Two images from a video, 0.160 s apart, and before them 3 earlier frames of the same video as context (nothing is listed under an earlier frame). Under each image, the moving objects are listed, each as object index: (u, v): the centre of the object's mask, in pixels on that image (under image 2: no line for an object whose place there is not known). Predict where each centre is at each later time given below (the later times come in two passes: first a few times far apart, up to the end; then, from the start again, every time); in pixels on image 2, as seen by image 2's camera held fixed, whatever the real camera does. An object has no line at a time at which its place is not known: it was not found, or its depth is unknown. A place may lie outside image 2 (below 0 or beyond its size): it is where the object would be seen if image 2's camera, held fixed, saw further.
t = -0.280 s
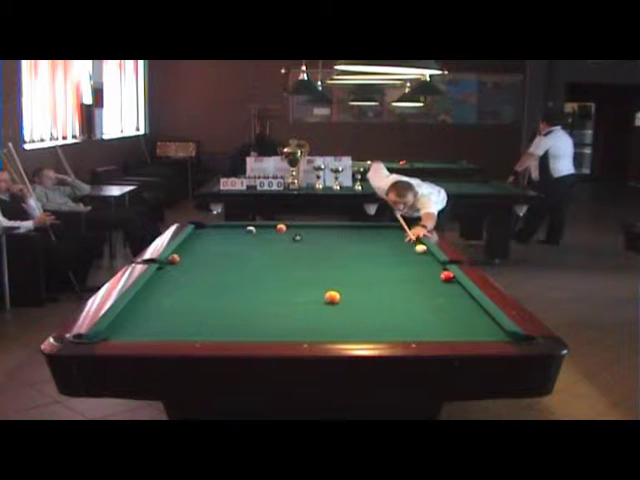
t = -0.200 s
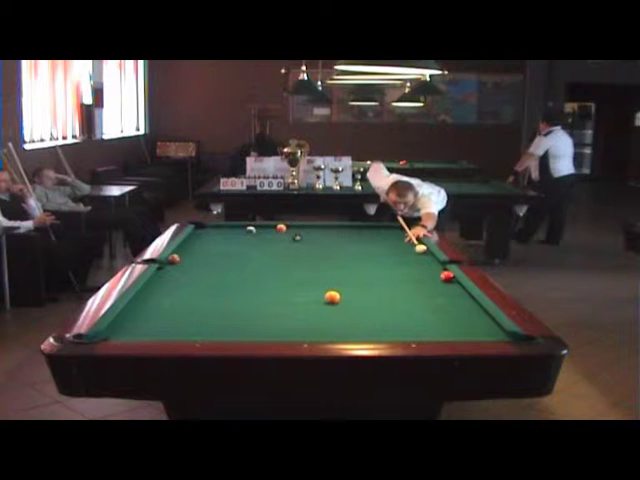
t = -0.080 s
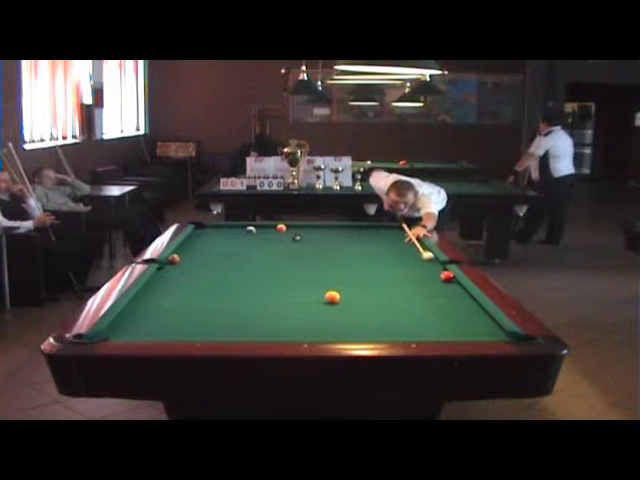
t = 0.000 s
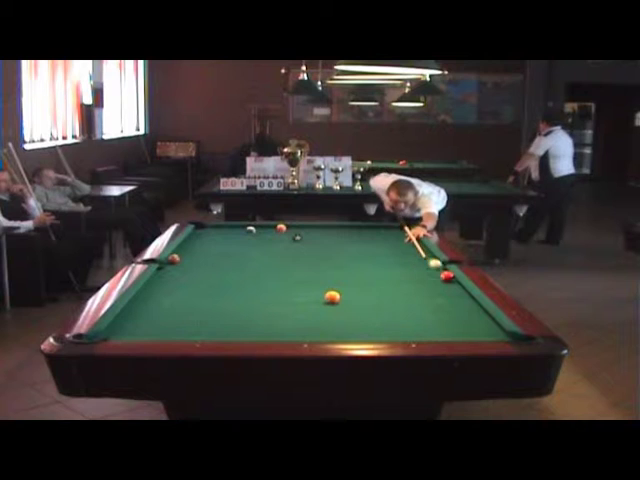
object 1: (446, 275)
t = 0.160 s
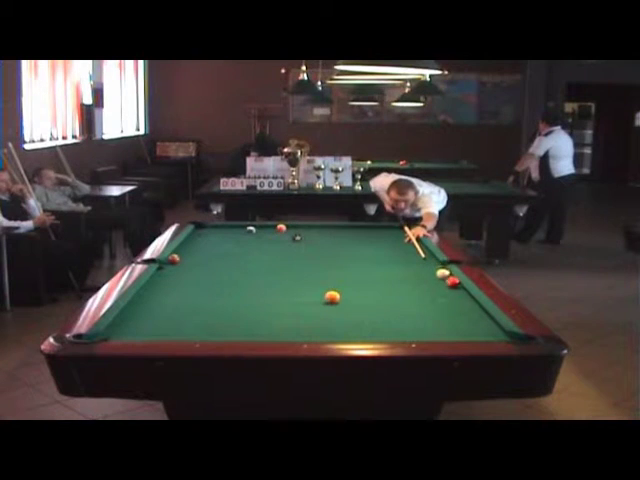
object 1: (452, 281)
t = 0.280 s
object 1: (458, 291)
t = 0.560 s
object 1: (473, 313)
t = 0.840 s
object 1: (494, 334)
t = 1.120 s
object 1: (489, 334)
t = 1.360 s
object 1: (482, 332)
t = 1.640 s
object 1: (477, 330)
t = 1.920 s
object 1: (472, 328)
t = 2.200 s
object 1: (467, 326)
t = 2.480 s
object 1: (463, 324)
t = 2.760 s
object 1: (460, 323)
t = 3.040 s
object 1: (459, 322)
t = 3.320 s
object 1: (459, 322)
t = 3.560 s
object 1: (458, 323)
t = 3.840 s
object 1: (458, 323)
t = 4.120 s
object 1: (459, 323)
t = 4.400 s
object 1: (459, 323)
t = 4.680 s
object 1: (459, 323)
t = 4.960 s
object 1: (459, 323)
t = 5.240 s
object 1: (459, 322)
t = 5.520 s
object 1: (459, 322)
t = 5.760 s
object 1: (459, 322)
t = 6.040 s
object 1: (459, 322)
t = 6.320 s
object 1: (459, 322)
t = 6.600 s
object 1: (459, 322)
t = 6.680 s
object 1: (459, 322)
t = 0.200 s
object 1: (455, 284)
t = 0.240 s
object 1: (457, 287)
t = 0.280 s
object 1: (458, 291)
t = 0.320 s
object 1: (460, 294)
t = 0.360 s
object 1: (463, 297)
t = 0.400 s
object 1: (464, 300)
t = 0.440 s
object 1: (466, 303)
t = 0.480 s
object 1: (469, 307)
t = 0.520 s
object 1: (471, 309)
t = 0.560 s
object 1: (473, 313)
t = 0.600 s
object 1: (475, 317)
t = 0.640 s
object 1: (478, 321)
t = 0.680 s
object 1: (480, 324)
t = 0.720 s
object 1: (483, 328)
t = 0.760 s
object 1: (485, 330)
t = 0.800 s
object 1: (488, 334)
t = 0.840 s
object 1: (494, 334)
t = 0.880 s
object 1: (502, 333)
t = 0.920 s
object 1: (504, 333)
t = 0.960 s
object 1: (501, 333)
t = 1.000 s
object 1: (498, 333)
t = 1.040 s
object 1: (495, 334)
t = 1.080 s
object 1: (492, 334)
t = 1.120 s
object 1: (489, 334)
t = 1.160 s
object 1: (487, 334)
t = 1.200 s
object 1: (487, 334)
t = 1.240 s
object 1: (485, 333)
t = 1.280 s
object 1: (484, 333)
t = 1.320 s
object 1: (483, 333)
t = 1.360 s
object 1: (482, 332)
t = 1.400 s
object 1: (481, 332)
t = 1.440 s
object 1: (480, 331)
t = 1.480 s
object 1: (480, 331)
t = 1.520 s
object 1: (479, 331)
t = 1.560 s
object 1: (478, 330)
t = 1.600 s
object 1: (478, 330)
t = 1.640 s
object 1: (477, 330)
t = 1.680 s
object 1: (476, 330)
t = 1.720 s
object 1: (475, 329)
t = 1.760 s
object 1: (475, 329)
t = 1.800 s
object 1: (474, 329)
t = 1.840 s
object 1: (473, 329)
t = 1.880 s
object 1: (472, 328)
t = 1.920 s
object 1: (472, 328)
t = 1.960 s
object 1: (471, 328)
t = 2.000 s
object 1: (470, 327)
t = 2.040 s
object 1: (469, 327)
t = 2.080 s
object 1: (468, 327)
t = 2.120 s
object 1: (468, 327)
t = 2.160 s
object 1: (467, 326)
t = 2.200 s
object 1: (467, 326)
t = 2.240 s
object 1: (466, 326)
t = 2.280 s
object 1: (465, 326)
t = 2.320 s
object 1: (465, 325)
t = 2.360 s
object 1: (464, 325)
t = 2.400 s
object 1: (464, 325)
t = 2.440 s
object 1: (463, 324)
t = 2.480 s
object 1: (463, 324)
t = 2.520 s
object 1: (462, 324)
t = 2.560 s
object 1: (462, 324)
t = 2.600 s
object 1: (462, 324)
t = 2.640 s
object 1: (461, 324)
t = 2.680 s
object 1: (461, 323)
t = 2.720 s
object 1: (461, 323)
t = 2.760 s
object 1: (460, 323)
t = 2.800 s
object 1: (460, 323)
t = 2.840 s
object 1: (460, 322)
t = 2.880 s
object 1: (459, 322)
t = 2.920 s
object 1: (459, 322)
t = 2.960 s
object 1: (459, 322)
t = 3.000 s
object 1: (459, 323)
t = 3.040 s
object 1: (459, 322)
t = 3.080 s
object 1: (458, 322)
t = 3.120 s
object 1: (458, 322)
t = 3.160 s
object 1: (458, 322)
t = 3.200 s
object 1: (458, 322)
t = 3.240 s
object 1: (458, 322)
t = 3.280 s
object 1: (459, 322)
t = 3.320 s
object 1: (459, 322)
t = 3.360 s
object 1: (458, 323)
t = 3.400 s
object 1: (458, 323)
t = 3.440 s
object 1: (458, 323)
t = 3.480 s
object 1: (459, 322)
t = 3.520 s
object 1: (459, 322)
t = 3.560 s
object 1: (458, 323)
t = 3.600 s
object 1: (458, 322)
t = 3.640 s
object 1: (459, 322)
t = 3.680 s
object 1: (459, 322)
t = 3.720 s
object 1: (459, 322)
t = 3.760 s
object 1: (459, 322)
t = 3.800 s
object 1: (458, 322)
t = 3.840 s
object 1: (458, 323)
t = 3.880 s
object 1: (459, 322)
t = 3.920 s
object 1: (458, 323)
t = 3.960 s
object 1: (459, 322)
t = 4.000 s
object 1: (459, 322)
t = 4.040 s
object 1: (458, 323)
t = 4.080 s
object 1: (459, 323)
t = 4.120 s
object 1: (459, 323)
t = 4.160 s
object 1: (459, 323)
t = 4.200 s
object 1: (459, 323)
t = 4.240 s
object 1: (458, 323)
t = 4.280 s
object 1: (459, 323)
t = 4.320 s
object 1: (459, 323)
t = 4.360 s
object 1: (459, 323)
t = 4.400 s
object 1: (459, 323)
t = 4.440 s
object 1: (459, 323)
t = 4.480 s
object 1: (458, 323)
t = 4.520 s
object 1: (459, 323)
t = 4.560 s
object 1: (459, 323)
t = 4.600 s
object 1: (459, 323)
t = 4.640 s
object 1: (459, 323)
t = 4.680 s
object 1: (459, 323)
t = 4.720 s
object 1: (459, 323)
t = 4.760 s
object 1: (459, 323)
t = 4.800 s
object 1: (459, 323)
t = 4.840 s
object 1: (459, 323)
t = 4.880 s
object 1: (459, 323)
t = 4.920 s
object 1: (459, 323)
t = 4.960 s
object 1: (459, 323)
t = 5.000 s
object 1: (459, 323)
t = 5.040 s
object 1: (459, 323)
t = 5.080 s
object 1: (459, 323)
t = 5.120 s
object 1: (459, 323)
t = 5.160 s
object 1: (459, 323)
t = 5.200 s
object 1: (459, 323)
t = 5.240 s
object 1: (459, 322)
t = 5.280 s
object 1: (459, 322)
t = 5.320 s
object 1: (459, 322)
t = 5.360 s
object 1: (458, 323)
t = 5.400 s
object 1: (459, 323)
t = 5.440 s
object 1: (459, 323)
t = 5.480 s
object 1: (459, 322)
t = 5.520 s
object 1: (459, 322)
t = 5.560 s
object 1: (459, 322)
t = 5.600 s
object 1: (459, 322)
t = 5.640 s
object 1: (459, 322)
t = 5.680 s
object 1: (459, 322)
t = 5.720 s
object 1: (459, 322)
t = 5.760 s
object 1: (459, 322)
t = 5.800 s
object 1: (459, 322)
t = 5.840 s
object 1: (459, 322)
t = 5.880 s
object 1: (459, 322)
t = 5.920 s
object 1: (459, 323)
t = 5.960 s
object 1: (459, 323)
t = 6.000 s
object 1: (459, 322)
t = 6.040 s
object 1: (459, 322)
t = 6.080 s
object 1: (459, 323)
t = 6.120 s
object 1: (459, 322)
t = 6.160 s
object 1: (459, 322)
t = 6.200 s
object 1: (459, 322)
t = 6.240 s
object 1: (459, 322)
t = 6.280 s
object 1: (459, 322)
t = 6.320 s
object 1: (459, 322)
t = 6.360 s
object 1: (459, 322)
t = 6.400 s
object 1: (459, 322)
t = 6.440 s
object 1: (459, 322)
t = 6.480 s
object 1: (459, 322)
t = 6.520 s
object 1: (459, 322)
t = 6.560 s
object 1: (459, 322)
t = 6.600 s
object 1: (459, 322)
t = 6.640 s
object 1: (459, 322)
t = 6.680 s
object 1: (459, 322)
